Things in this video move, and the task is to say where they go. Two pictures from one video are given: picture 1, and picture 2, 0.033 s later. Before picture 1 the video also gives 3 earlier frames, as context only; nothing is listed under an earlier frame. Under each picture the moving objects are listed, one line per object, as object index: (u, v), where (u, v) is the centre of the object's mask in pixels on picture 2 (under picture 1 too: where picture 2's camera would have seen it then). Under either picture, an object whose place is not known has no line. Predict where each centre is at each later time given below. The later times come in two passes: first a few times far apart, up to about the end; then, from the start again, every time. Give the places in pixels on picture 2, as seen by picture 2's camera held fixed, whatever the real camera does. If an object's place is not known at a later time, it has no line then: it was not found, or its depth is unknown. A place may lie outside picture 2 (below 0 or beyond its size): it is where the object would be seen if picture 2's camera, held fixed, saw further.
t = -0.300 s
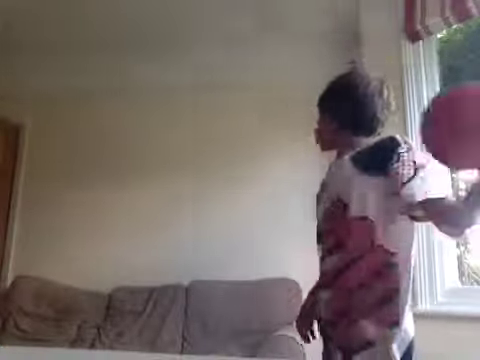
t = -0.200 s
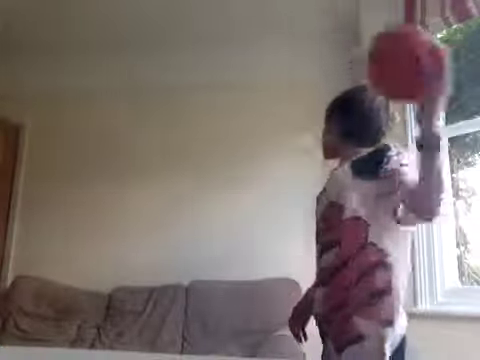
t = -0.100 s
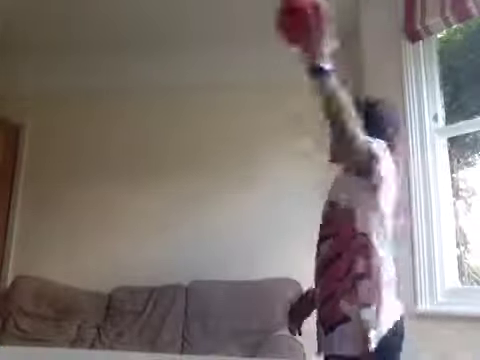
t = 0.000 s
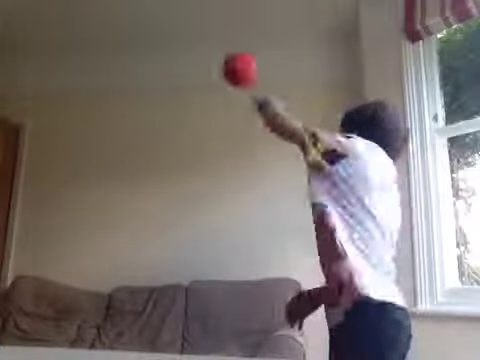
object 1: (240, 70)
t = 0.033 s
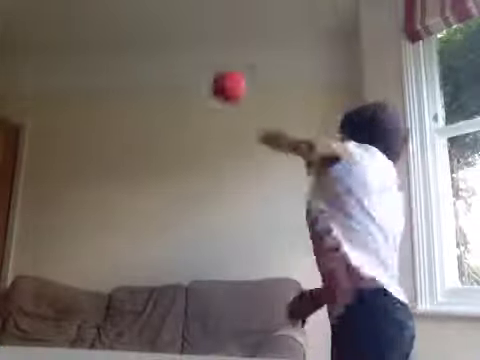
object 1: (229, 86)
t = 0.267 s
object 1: (180, 181)
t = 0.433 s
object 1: (77, 227)
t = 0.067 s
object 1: (219, 103)
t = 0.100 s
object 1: (210, 119)
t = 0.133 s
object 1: (204, 131)
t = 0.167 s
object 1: (198, 146)
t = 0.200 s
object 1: (192, 158)
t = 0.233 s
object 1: (190, 172)
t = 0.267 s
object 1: (180, 181)
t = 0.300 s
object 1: (164, 185)
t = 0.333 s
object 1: (145, 191)
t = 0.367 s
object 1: (124, 201)
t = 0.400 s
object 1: (101, 211)
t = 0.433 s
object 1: (77, 227)
